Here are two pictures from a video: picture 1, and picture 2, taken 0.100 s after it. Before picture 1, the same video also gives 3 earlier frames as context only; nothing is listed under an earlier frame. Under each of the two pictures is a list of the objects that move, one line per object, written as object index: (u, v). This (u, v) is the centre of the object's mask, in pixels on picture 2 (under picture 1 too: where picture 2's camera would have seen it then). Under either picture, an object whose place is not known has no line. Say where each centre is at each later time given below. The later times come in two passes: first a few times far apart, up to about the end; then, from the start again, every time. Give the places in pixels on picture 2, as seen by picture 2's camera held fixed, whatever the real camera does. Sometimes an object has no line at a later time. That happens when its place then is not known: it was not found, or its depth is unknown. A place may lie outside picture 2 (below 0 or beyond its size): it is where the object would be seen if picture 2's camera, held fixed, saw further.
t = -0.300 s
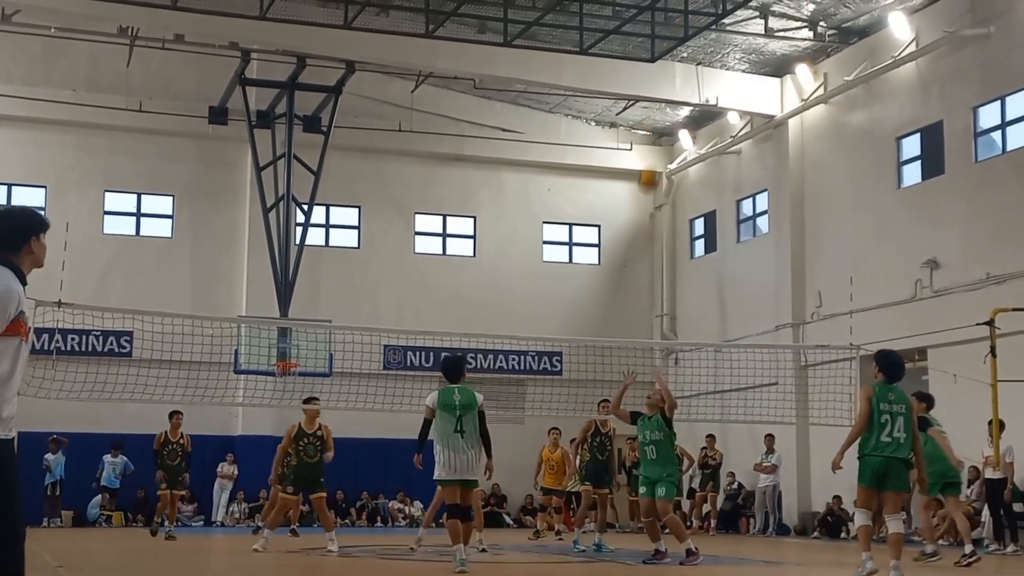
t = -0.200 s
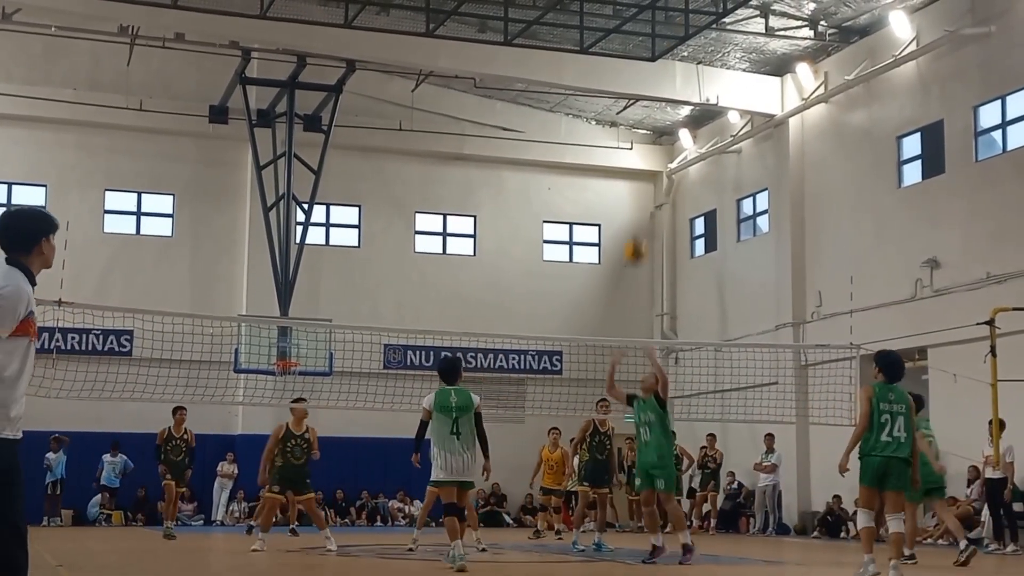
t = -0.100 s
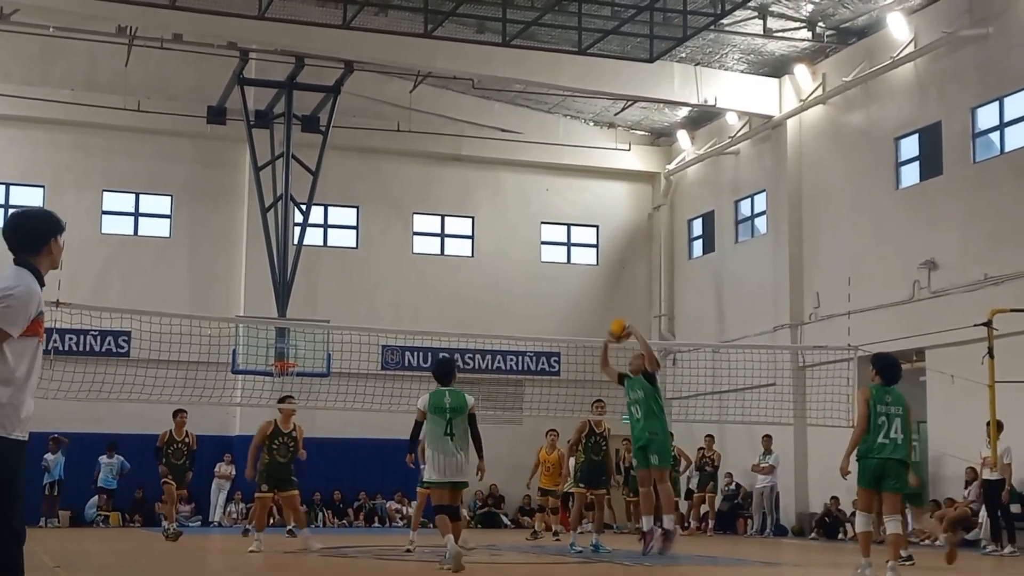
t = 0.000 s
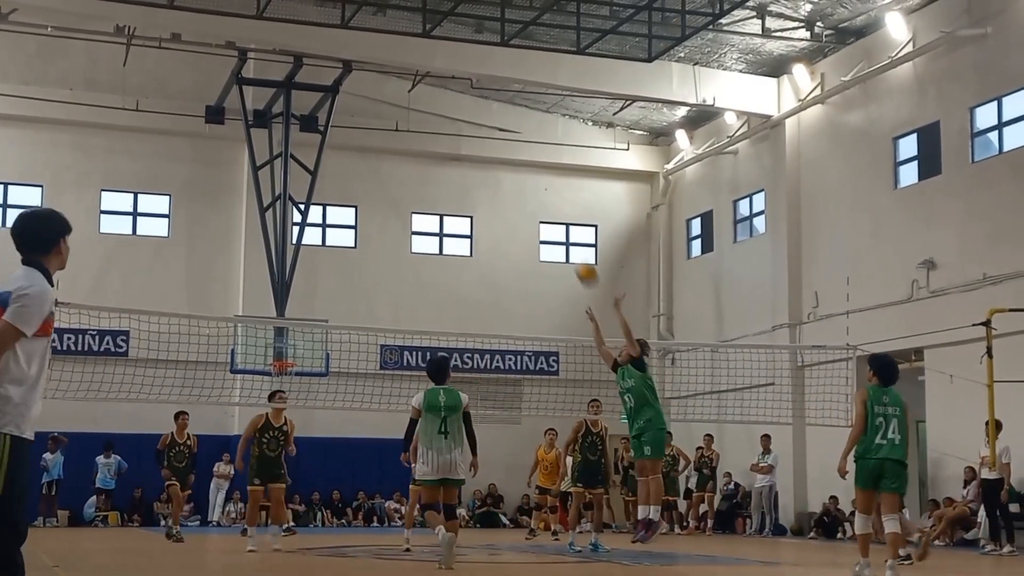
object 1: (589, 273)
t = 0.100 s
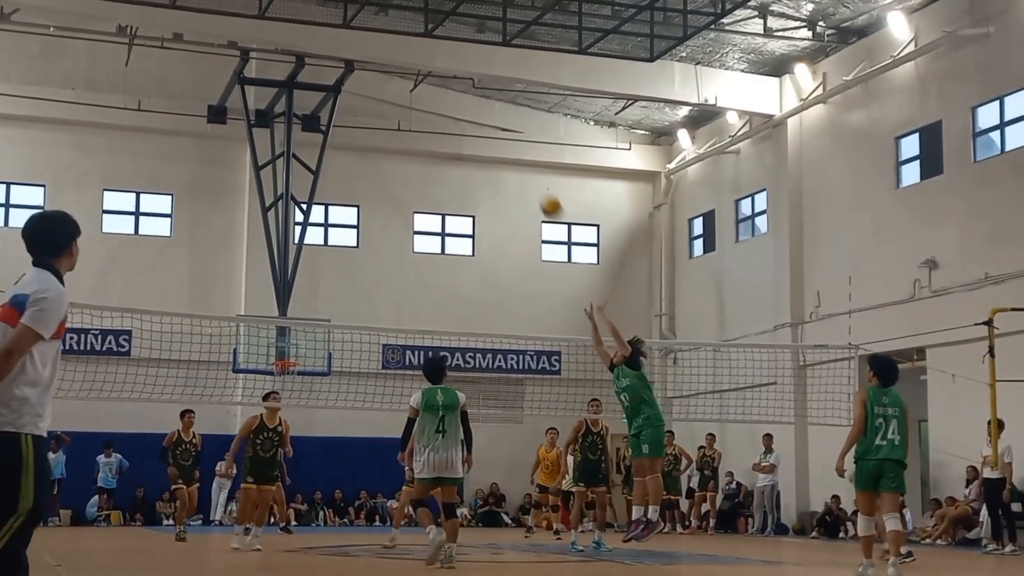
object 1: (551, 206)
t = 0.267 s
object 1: (491, 122)
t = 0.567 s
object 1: (383, 44)
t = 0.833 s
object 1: (288, 48)
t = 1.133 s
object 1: (182, 135)
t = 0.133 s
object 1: (538, 187)
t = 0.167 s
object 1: (526, 168)
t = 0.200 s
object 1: (515, 153)
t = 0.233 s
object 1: (502, 136)
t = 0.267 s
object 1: (491, 122)
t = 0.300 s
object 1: (479, 110)
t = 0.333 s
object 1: (467, 97)
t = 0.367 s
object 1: (454, 87)
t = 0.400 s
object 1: (443, 76)
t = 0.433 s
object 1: (430, 68)
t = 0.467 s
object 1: (420, 61)
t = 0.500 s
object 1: (406, 54)
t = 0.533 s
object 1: (394, 48)
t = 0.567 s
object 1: (383, 44)
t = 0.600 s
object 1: (371, 41)
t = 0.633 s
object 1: (359, 39)
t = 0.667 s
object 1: (347, 37)
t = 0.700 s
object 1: (336, 38)
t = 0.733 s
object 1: (324, 39)
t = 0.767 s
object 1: (312, 41)
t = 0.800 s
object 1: (300, 44)
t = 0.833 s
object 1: (288, 48)
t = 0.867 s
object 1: (278, 53)
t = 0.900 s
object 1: (266, 59)
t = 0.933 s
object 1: (253, 67)
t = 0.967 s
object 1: (241, 75)
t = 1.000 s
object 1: (231, 85)
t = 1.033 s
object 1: (218, 95)
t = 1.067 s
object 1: (207, 107)
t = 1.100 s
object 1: (194, 120)
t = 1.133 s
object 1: (182, 135)
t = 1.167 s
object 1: (171, 150)
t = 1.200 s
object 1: (160, 167)
